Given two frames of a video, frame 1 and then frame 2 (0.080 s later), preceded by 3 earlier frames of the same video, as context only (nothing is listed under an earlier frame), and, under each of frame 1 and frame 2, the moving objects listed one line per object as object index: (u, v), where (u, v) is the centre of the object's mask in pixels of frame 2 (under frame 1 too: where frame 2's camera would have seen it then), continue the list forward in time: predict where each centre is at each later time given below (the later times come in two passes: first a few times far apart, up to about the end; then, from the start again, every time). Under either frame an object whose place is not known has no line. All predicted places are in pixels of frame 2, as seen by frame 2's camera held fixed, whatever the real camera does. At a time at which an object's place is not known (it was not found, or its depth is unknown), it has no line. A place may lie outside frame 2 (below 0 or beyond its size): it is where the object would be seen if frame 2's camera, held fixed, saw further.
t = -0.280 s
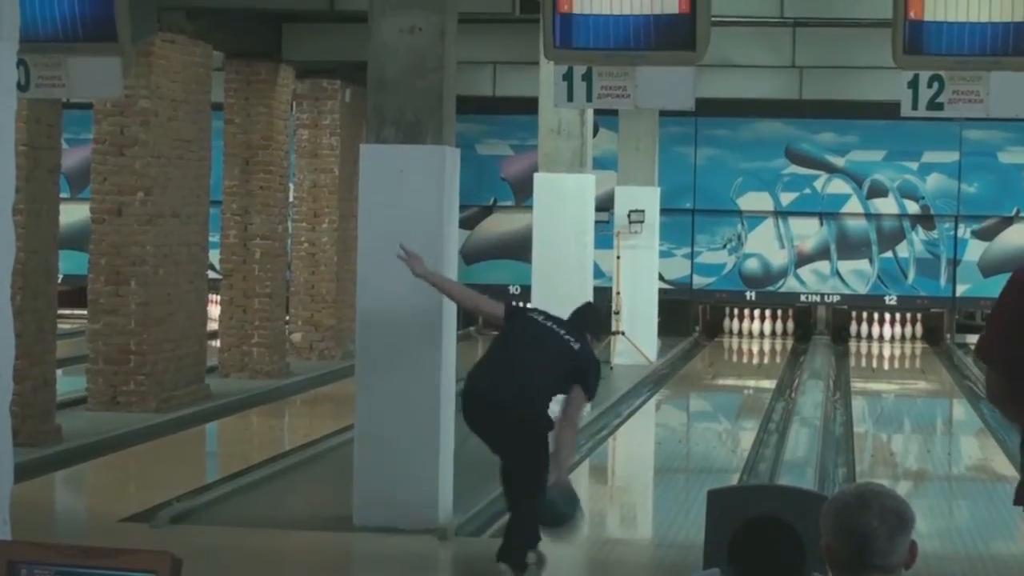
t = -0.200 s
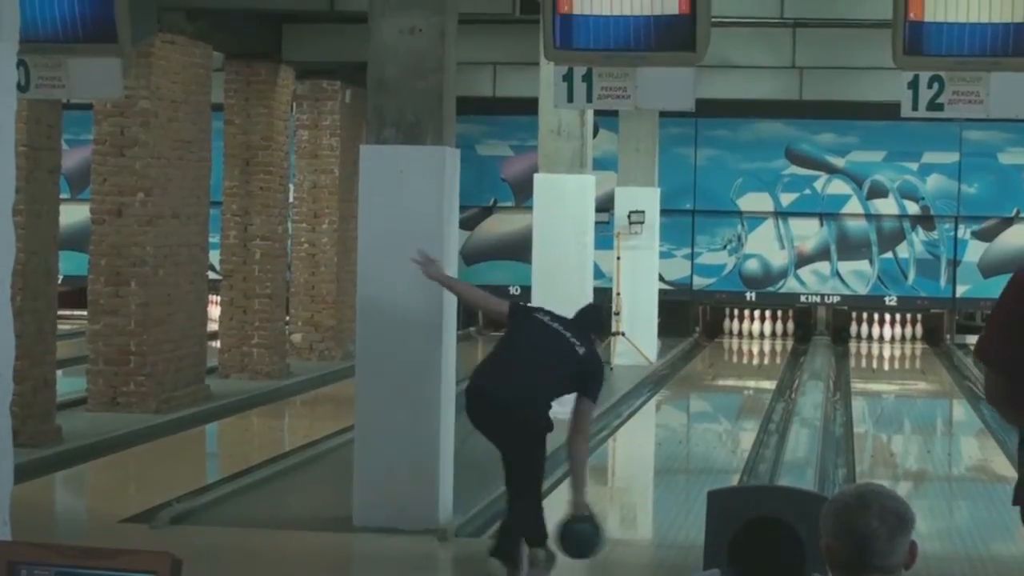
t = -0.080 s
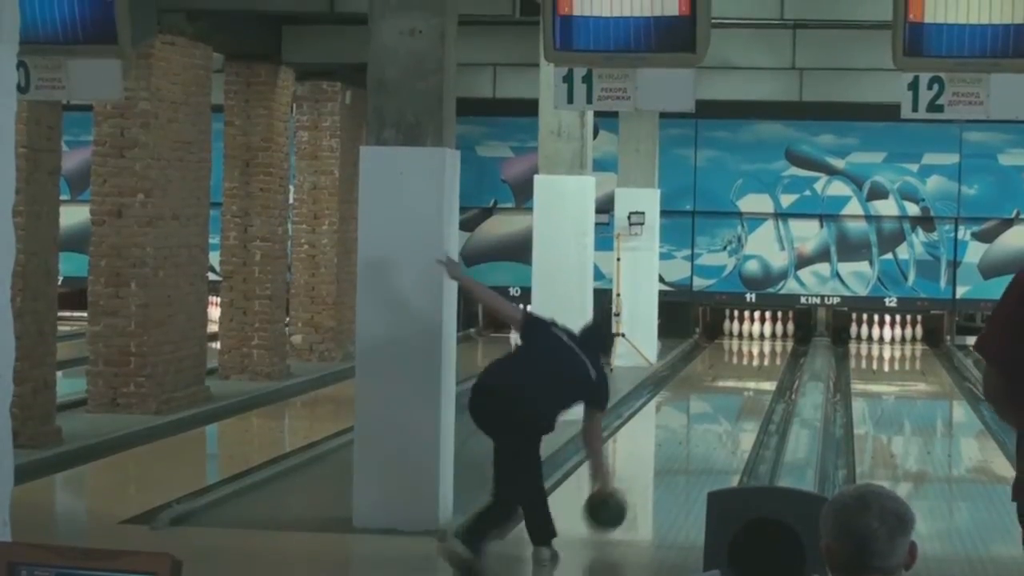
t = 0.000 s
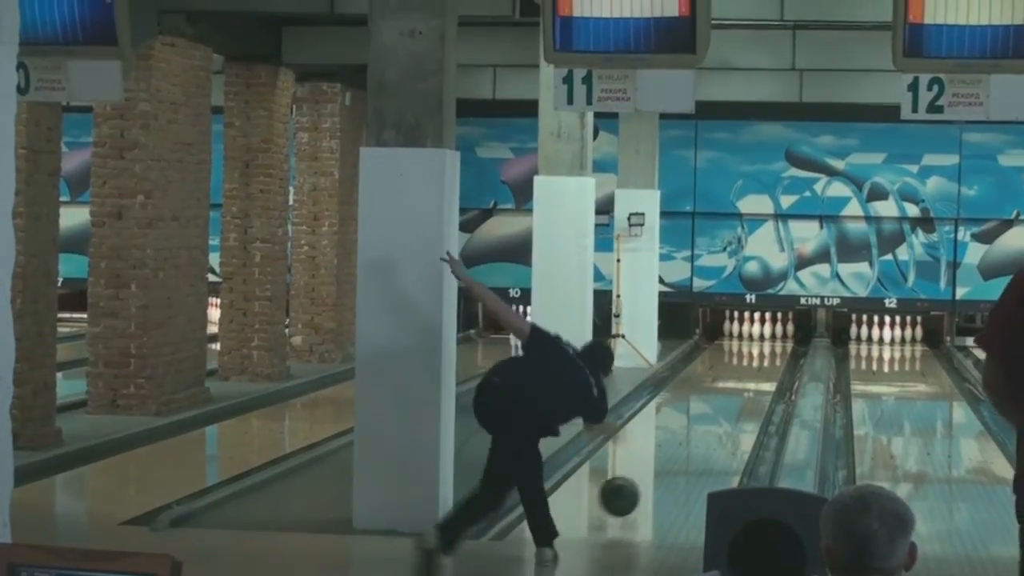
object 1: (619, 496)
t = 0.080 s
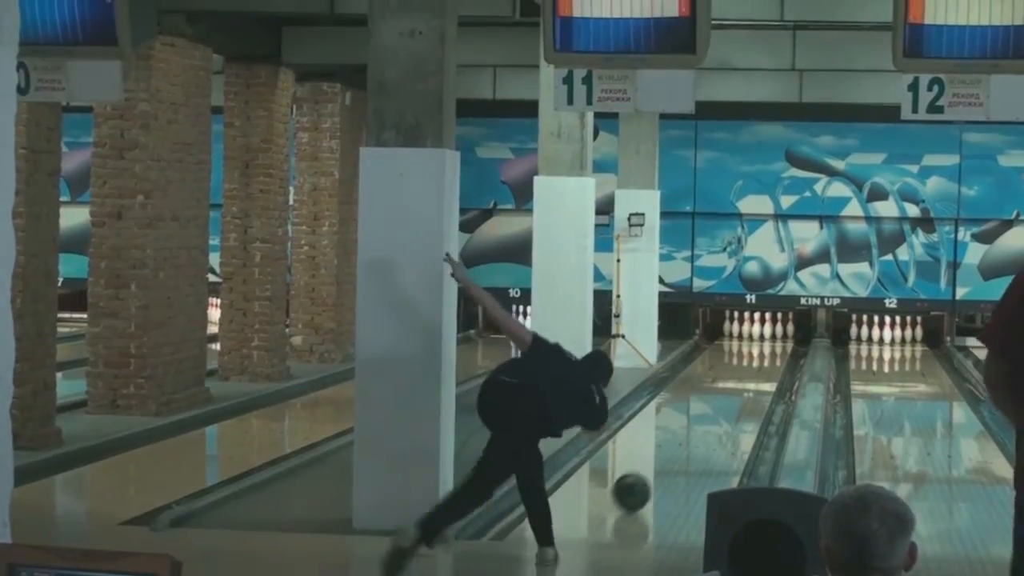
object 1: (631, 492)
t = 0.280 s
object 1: (658, 461)
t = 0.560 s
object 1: (686, 429)
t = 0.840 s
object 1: (707, 405)
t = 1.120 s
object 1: (725, 386)
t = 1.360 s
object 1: (736, 373)
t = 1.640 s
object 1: (747, 360)
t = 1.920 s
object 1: (757, 350)
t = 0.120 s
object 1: (637, 485)
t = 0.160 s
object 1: (643, 479)
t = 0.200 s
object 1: (648, 473)
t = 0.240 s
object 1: (654, 467)
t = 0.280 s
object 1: (658, 461)
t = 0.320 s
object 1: (662, 456)
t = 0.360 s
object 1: (667, 451)
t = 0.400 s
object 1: (671, 447)
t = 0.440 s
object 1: (675, 442)
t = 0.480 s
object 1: (678, 438)
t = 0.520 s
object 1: (682, 433)
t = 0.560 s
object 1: (686, 429)
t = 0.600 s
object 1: (689, 425)
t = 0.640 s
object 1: (692, 421)
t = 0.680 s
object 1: (696, 418)
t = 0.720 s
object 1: (699, 414)
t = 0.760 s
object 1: (701, 411)
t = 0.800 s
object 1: (705, 408)
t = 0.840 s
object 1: (707, 405)
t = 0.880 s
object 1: (710, 401)
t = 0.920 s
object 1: (713, 399)
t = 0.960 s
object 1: (715, 397)
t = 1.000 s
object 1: (718, 393)
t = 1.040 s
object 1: (720, 390)
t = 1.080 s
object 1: (722, 388)
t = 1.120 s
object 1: (725, 386)
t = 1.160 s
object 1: (726, 383)
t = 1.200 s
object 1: (729, 381)
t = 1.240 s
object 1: (731, 379)
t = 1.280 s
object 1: (733, 377)
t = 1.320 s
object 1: (734, 375)
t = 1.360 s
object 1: (736, 373)
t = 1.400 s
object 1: (738, 371)
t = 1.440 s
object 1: (740, 369)
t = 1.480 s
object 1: (742, 367)
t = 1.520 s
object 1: (743, 365)
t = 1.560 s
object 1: (745, 363)
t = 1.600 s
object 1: (746, 361)
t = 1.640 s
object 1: (747, 360)
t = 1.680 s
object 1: (749, 358)
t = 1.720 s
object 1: (751, 357)
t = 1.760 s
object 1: (752, 355)
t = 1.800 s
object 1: (753, 354)
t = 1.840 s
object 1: (754, 353)
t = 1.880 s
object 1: (756, 351)
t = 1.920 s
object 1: (757, 350)
